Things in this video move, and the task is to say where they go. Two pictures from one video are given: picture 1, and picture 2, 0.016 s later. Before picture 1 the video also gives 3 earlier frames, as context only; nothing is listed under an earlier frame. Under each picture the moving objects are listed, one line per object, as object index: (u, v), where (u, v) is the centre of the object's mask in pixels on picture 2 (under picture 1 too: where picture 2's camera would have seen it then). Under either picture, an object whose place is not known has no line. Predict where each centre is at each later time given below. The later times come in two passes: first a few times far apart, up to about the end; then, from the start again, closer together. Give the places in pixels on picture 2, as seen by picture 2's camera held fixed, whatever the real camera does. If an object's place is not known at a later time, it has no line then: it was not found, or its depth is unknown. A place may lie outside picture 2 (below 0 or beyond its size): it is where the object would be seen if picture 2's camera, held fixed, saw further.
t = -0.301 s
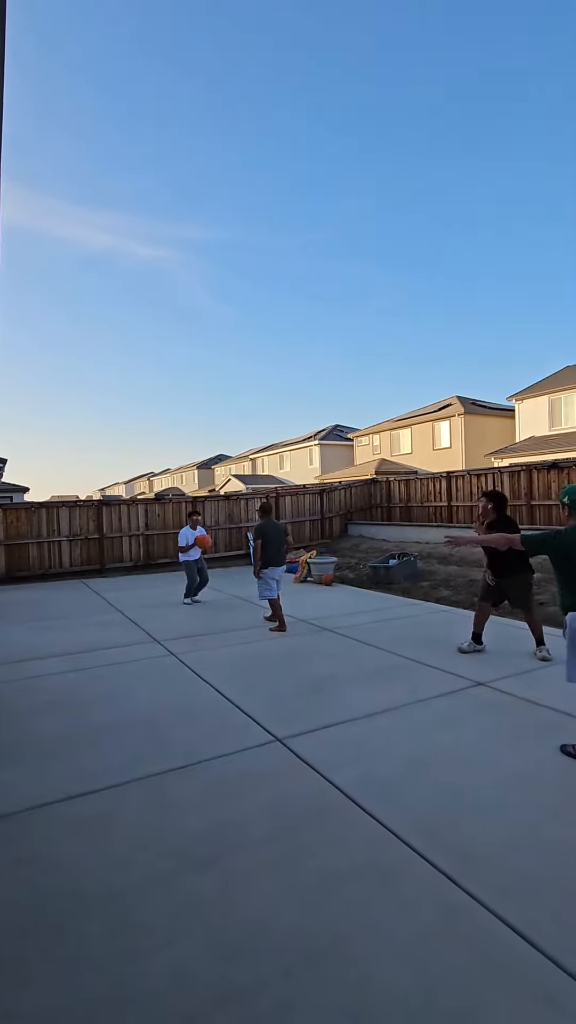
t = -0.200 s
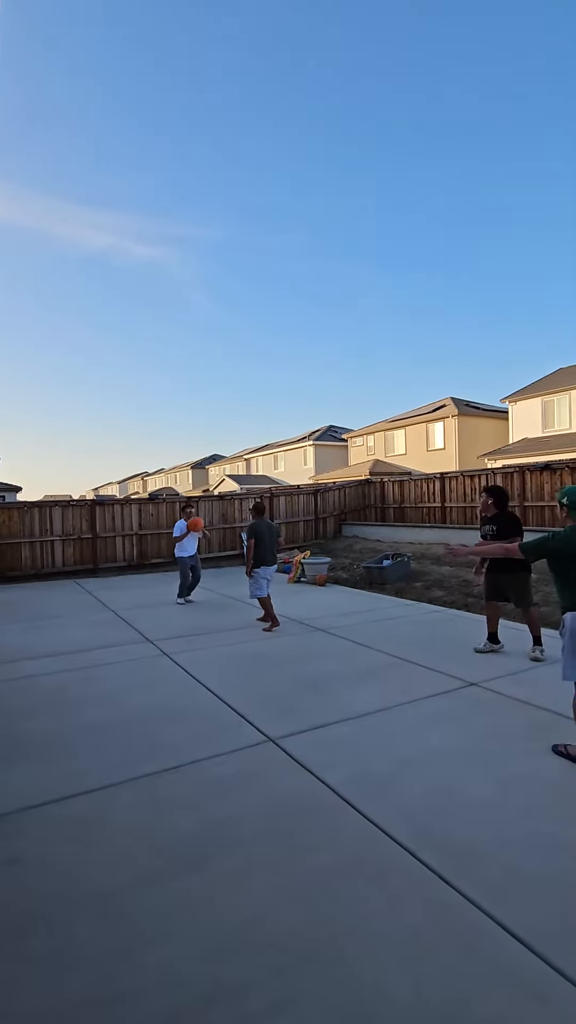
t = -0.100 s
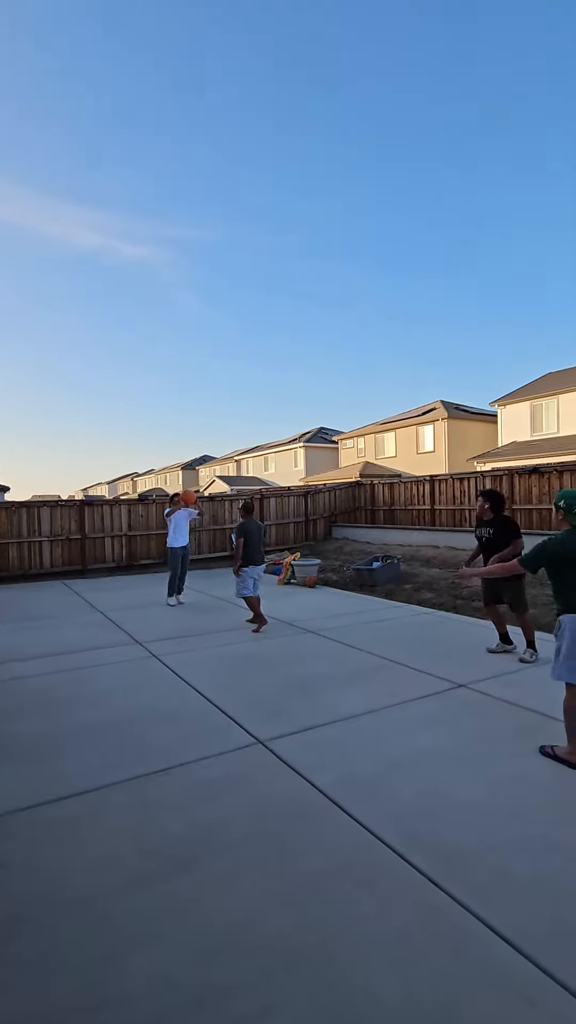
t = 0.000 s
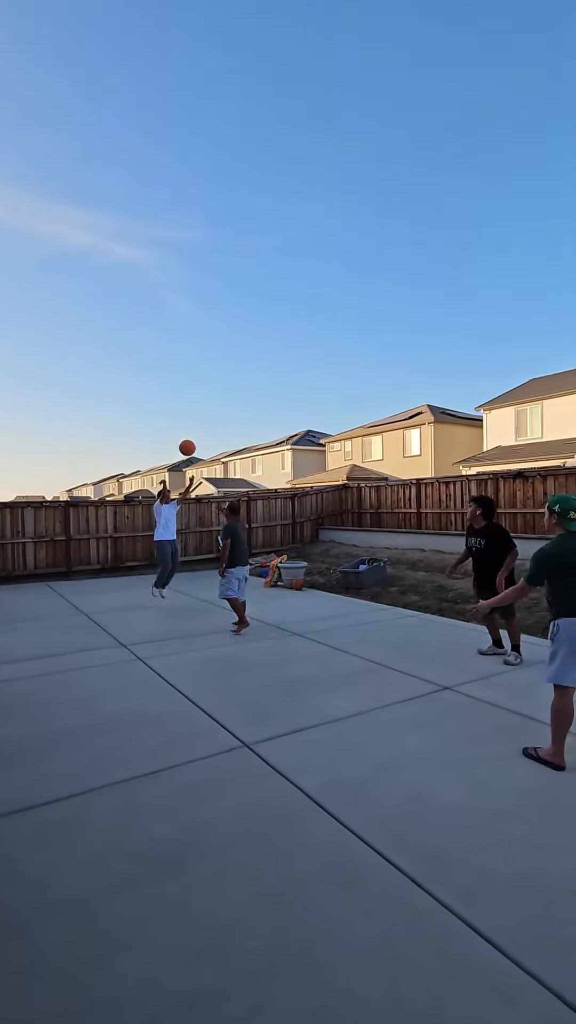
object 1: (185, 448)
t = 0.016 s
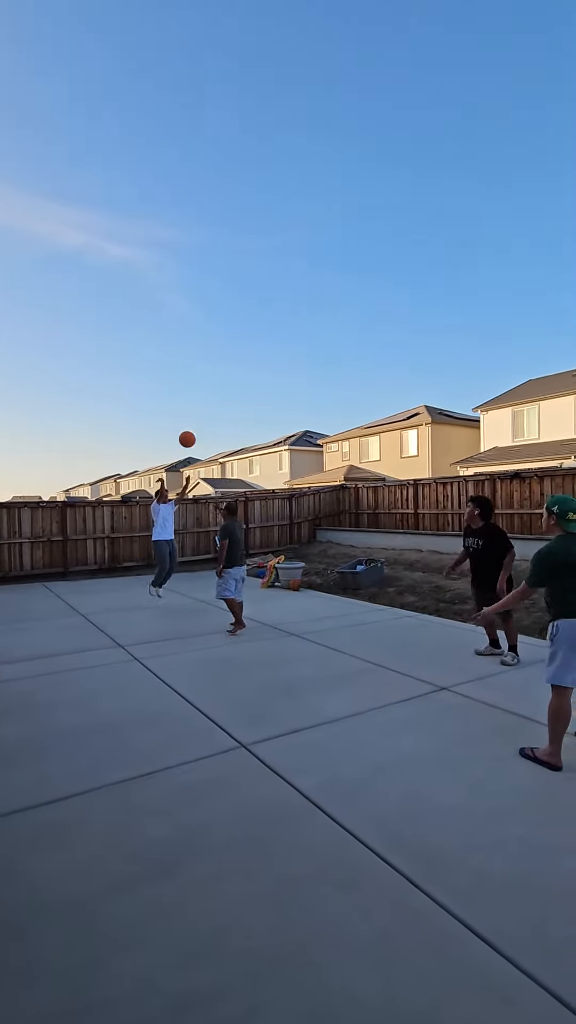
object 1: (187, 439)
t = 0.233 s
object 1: (222, 327)
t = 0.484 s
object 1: (278, 202)
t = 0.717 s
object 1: (357, 99)
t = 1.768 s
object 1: (538, 226)
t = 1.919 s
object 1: (463, 311)
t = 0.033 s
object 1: (190, 430)
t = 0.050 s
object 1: (192, 421)
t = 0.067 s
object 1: (194, 413)
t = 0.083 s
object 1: (197, 404)
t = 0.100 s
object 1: (199, 395)
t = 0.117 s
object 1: (202, 386)
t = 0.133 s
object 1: (205, 378)
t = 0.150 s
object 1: (207, 369)
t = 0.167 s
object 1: (210, 361)
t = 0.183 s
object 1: (213, 352)
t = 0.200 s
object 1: (216, 343)
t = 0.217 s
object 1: (219, 335)
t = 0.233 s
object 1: (222, 327)
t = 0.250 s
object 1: (225, 318)
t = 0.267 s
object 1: (228, 310)
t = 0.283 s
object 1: (231, 301)
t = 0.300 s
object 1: (234, 293)
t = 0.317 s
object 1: (238, 284)
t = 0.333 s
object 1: (242, 276)
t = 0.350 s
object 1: (245, 268)
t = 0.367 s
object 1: (249, 259)
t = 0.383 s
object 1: (253, 251)
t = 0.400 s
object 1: (256, 243)
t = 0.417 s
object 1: (261, 235)
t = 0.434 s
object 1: (265, 226)
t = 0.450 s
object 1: (269, 218)
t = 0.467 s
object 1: (273, 210)
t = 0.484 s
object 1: (278, 202)
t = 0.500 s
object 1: (282, 194)
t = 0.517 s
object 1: (287, 186)
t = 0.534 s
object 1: (292, 179)
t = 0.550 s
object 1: (297, 171)
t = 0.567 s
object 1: (302, 163)
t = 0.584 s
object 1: (307, 156)
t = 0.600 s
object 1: (313, 149)
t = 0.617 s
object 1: (318, 141)
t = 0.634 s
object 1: (324, 134)
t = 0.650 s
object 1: (331, 127)
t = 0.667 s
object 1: (337, 120)
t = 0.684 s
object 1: (343, 113)
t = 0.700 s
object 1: (350, 106)
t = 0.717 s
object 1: (357, 99)
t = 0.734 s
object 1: (364, 93)
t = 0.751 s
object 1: (372, 86)
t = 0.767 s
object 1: (380, 80)
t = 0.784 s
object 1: (387, 73)
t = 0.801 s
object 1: (396, 67)
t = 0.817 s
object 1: (405, 61)
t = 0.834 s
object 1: (414, 55)
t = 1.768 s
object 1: (538, 226)
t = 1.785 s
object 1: (529, 235)
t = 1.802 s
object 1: (519, 244)
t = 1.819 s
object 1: (510, 254)
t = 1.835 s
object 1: (501, 263)
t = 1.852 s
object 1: (493, 272)
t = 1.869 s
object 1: (485, 282)
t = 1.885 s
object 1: (477, 292)
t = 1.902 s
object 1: (470, 301)
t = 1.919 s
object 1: (463, 311)
